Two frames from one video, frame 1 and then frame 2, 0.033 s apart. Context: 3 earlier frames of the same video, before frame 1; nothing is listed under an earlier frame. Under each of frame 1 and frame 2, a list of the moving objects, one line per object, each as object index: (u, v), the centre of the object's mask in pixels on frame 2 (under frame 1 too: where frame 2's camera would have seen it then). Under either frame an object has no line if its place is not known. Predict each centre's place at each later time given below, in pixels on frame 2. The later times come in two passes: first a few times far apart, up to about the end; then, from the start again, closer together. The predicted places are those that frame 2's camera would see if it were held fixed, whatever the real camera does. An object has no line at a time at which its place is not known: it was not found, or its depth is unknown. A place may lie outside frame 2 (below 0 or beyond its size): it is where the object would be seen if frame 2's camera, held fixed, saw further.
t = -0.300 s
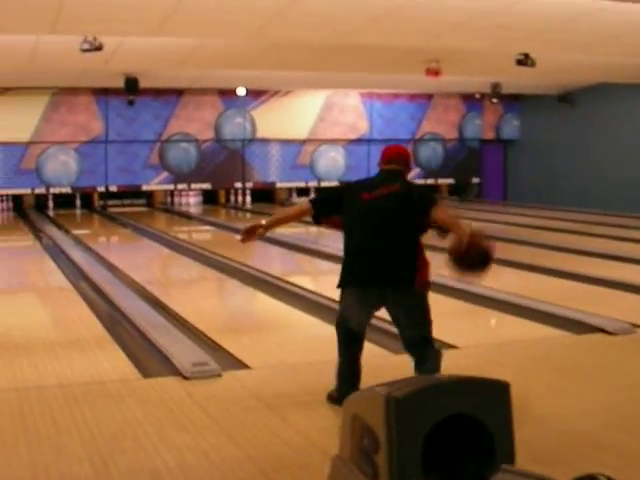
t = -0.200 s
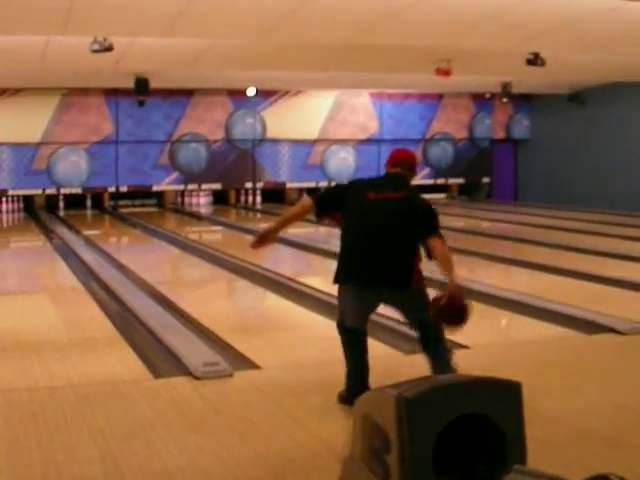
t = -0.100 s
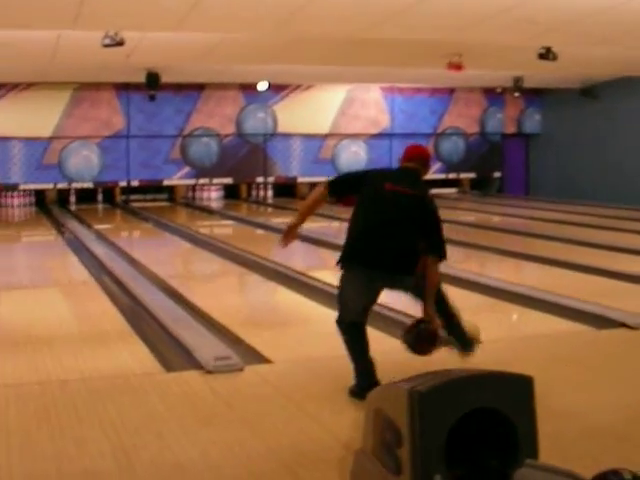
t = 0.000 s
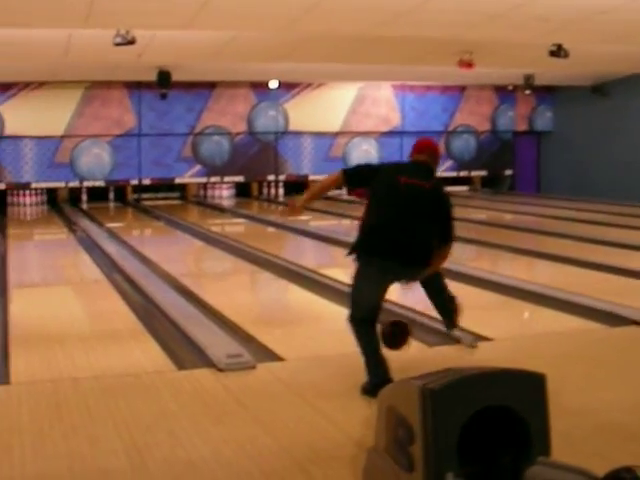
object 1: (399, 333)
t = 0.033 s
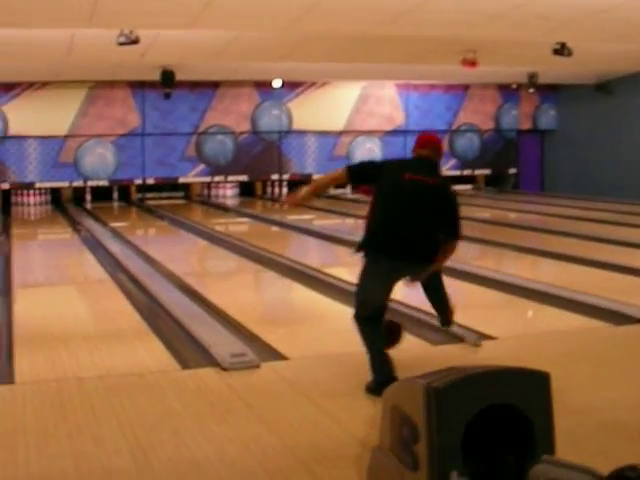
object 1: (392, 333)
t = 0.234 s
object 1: (331, 311)
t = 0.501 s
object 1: (280, 285)
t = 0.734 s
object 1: (249, 267)
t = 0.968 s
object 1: (224, 253)
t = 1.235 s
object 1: (204, 241)
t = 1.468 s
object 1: (188, 232)
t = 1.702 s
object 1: (175, 225)
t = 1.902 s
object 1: (165, 219)
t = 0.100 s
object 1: (357, 336)
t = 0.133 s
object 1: (352, 327)
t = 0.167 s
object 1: (347, 319)
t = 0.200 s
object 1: (339, 315)
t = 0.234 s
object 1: (331, 311)
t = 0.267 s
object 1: (323, 310)
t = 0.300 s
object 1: (316, 306)
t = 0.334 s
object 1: (310, 303)
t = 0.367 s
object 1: (303, 299)
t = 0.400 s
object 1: (297, 295)
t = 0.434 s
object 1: (291, 292)
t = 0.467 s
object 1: (285, 289)
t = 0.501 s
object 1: (280, 285)
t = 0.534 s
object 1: (275, 283)
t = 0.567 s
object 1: (270, 280)
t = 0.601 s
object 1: (265, 277)
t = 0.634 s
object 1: (261, 275)
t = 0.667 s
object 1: (257, 272)
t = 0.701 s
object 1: (252, 270)
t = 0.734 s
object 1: (249, 267)
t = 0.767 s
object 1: (244, 265)
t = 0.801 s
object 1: (242, 263)
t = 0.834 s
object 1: (237, 261)
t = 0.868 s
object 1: (234, 258)
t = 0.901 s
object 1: (231, 257)
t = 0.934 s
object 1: (228, 255)
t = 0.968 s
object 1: (224, 253)
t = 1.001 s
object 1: (221, 252)
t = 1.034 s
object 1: (219, 250)
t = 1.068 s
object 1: (215, 248)
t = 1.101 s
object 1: (213, 247)
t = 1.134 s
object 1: (211, 245)
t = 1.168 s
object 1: (208, 243)
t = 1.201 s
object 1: (206, 242)
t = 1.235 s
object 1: (204, 241)
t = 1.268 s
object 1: (200, 239)
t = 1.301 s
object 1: (198, 238)
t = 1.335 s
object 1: (196, 237)
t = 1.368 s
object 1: (194, 235)
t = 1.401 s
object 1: (192, 234)
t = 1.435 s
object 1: (190, 233)
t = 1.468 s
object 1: (188, 232)
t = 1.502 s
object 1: (186, 232)
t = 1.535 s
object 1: (184, 230)
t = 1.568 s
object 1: (182, 229)
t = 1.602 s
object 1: (180, 228)
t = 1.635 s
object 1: (178, 227)
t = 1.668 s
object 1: (177, 226)
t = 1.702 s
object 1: (175, 225)
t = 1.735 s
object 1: (173, 224)
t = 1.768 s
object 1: (173, 225)
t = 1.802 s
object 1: (171, 224)
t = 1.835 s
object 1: (169, 221)
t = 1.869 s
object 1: (167, 220)
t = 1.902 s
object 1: (165, 219)
